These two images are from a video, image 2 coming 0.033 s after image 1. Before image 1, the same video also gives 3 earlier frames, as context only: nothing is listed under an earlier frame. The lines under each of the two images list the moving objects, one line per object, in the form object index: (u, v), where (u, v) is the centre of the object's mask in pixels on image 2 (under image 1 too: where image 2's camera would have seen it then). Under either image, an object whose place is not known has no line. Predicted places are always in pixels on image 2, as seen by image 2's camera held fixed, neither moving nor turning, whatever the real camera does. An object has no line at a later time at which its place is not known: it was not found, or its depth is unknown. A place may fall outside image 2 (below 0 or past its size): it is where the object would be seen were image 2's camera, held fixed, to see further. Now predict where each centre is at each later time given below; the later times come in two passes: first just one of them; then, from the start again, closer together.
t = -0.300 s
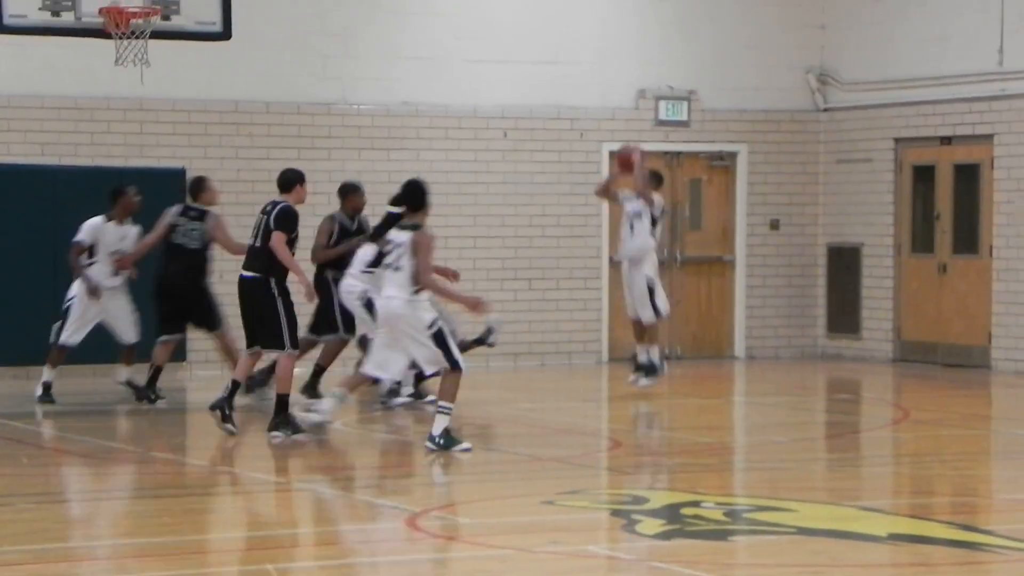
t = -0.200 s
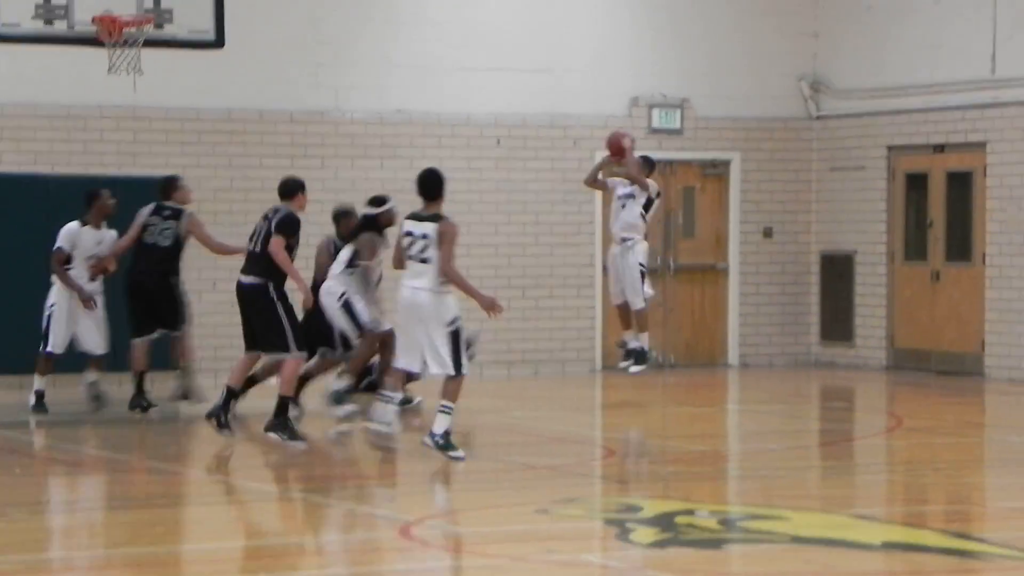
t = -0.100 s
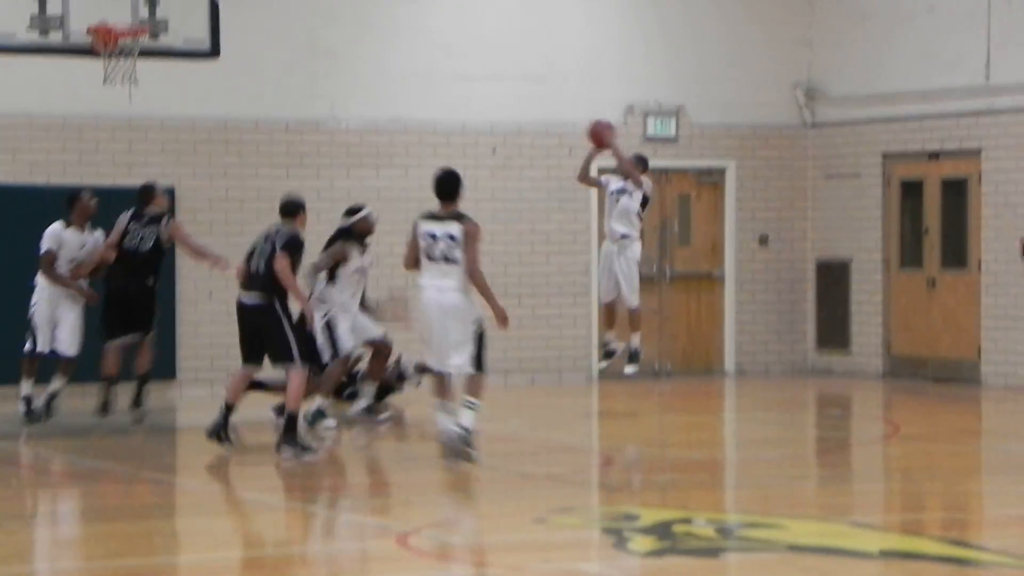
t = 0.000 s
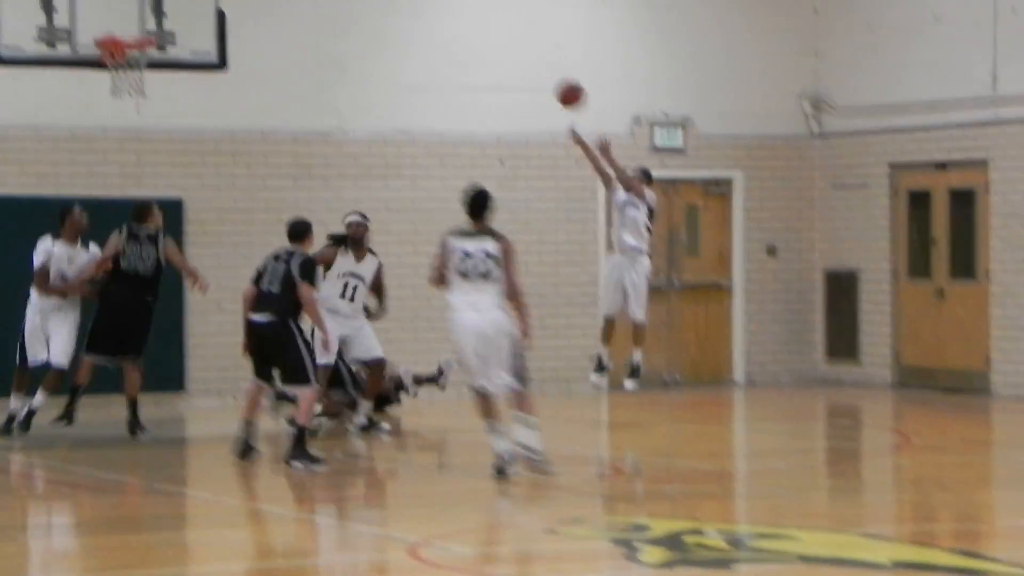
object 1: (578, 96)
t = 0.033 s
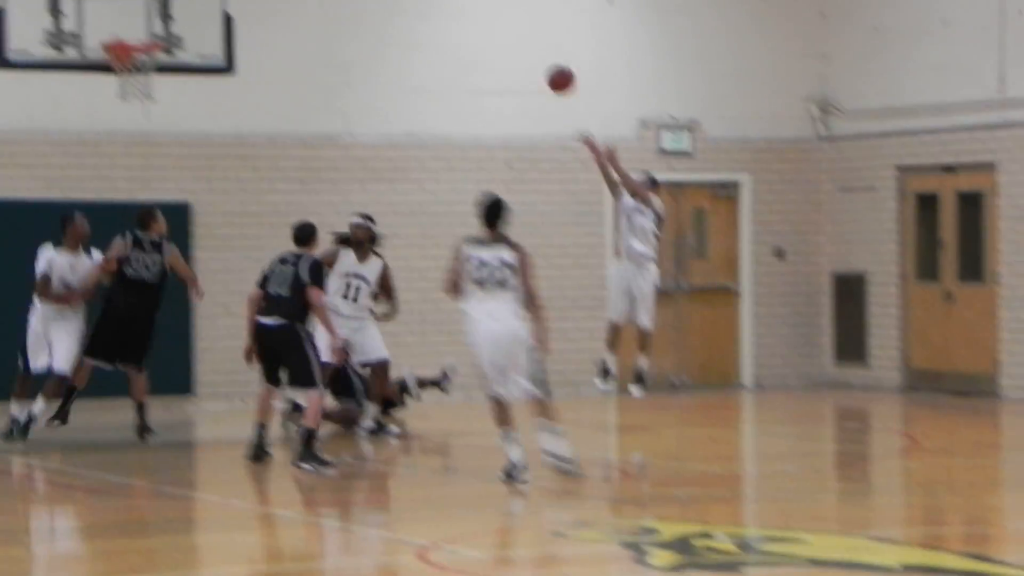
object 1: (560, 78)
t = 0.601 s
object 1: (266, -36)
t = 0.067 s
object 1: (543, 61)
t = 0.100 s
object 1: (526, 46)
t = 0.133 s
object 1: (509, 32)
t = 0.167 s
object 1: (492, 18)
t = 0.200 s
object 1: (474, 6)
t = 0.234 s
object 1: (457, -4)
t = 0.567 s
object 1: (283, -40)
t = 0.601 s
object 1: (266, -36)
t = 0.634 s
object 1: (250, -30)
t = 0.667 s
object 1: (232, -22)
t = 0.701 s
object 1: (214, -14)
